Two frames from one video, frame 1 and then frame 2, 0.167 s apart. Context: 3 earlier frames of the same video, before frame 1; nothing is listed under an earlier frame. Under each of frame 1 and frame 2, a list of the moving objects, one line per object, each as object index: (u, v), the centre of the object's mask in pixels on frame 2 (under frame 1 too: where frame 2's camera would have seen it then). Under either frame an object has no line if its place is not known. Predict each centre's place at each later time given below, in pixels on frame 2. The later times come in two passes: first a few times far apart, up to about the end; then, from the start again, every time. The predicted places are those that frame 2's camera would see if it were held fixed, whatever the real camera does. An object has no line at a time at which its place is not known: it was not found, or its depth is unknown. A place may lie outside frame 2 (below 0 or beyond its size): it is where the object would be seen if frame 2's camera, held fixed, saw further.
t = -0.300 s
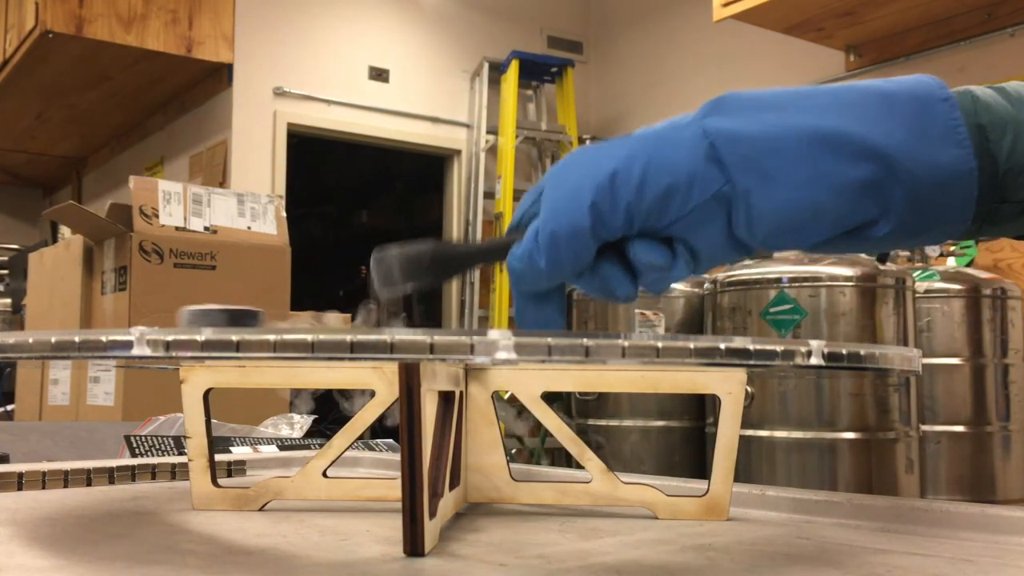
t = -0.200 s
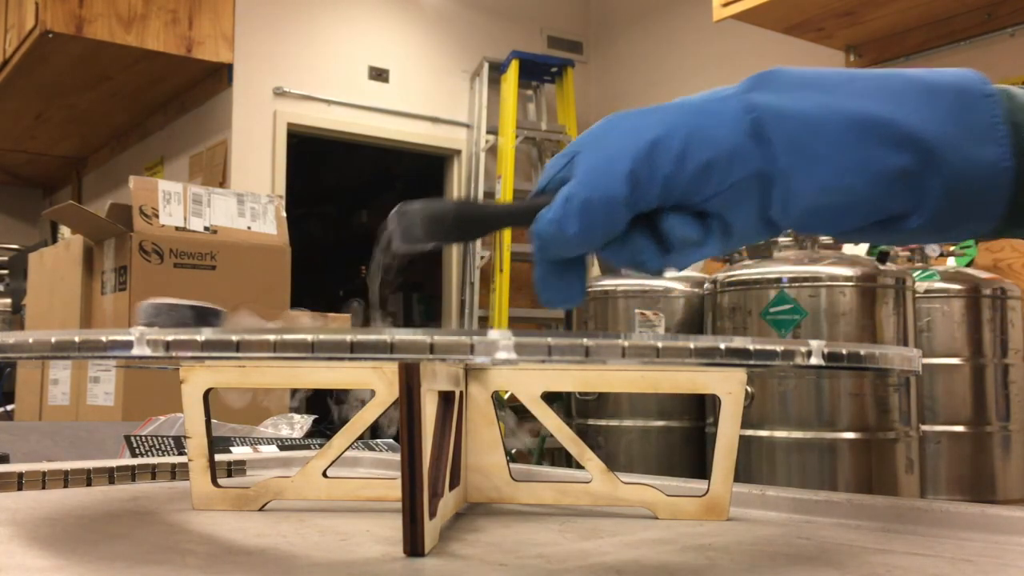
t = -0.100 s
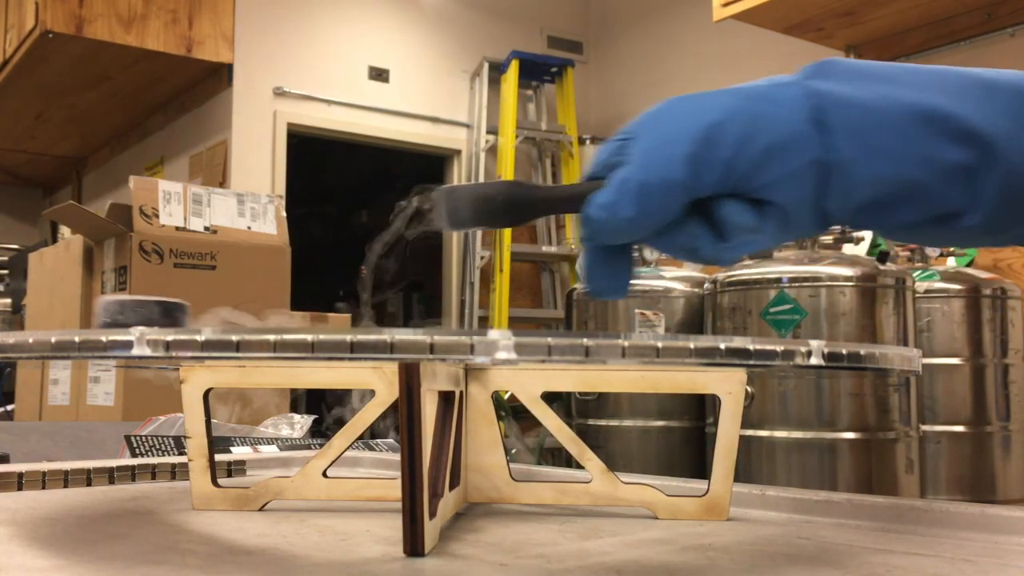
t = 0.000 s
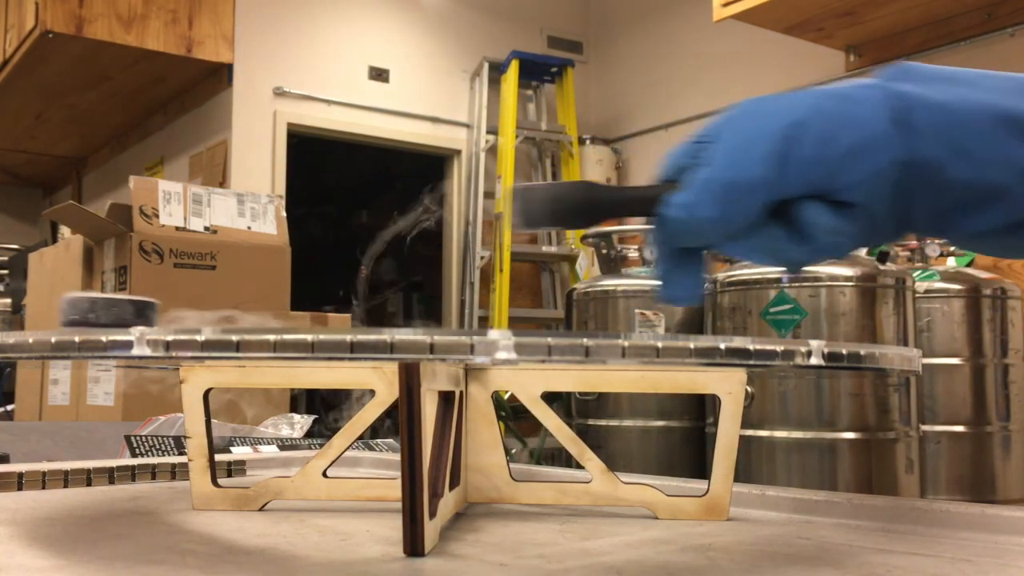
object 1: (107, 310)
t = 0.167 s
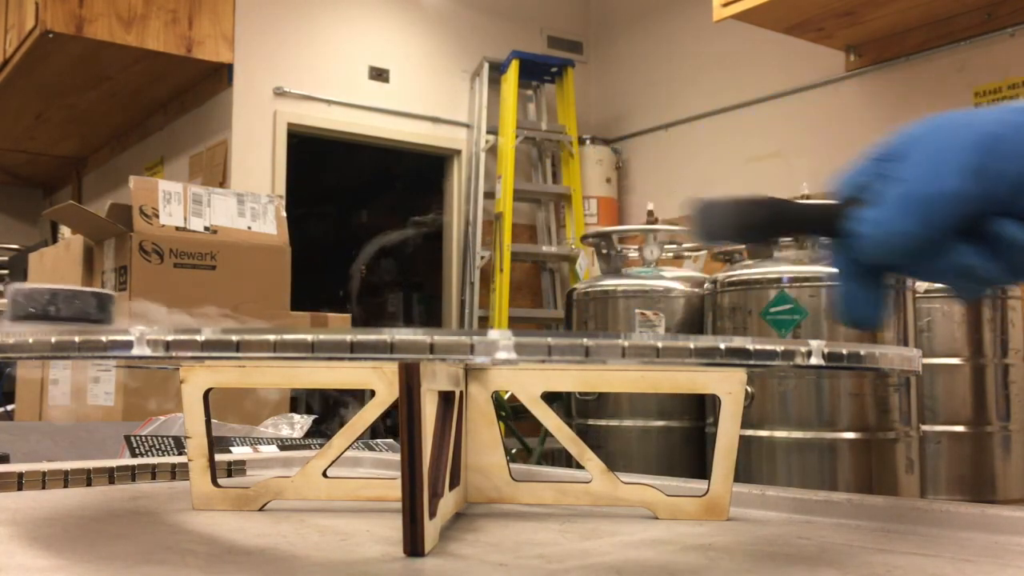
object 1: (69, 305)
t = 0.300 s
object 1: (45, 299)
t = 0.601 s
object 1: (41, 286)
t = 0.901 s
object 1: (72, 268)
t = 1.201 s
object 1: (217, 264)
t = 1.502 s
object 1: (432, 261)
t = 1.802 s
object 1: (657, 267)
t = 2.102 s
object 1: (809, 282)
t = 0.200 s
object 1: (64, 303)
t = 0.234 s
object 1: (50, 302)
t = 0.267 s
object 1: (48, 300)
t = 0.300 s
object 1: (45, 299)
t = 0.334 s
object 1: (42, 297)
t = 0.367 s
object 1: (41, 297)
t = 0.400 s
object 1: (40, 296)
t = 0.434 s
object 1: (40, 294)
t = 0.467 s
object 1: (39, 291)
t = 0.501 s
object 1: (38, 289)
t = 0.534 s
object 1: (38, 289)
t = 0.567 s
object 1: (39, 288)
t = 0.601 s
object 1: (41, 286)
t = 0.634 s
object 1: (42, 286)
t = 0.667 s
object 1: (43, 283)
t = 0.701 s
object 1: (46, 280)
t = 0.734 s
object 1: (49, 277)
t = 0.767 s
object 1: (52, 274)
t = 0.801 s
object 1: (56, 272)
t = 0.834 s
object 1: (61, 272)
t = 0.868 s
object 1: (67, 271)
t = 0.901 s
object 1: (72, 268)
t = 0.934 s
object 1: (80, 266)
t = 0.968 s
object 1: (90, 266)
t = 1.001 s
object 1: (107, 265)
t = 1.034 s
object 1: (123, 266)
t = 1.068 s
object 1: (141, 266)
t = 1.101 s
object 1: (158, 265)
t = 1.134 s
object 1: (175, 264)
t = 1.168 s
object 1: (192, 264)
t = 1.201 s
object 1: (217, 264)
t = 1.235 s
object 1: (242, 264)
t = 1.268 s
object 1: (267, 264)
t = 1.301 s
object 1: (292, 265)
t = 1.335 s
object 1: (316, 265)
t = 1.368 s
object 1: (338, 260)
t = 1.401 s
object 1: (363, 258)
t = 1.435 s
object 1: (382, 260)
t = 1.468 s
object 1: (406, 260)
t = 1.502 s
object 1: (432, 261)
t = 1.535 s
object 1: (458, 262)
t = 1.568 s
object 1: (484, 262)
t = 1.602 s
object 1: (516, 262)
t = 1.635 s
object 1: (540, 264)
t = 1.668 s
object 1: (560, 262)
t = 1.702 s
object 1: (587, 262)
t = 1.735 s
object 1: (610, 266)
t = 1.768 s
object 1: (634, 265)
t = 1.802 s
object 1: (657, 267)
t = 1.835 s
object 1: (676, 268)
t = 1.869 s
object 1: (700, 270)
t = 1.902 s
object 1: (719, 272)
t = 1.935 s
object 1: (739, 275)
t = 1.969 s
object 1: (755, 276)
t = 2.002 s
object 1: (770, 277)
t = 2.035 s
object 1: (785, 279)
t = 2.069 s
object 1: (798, 281)
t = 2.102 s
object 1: (809, 282)
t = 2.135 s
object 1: (820, 282)
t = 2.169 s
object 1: (829, 286)
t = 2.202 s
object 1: (841, 289)
